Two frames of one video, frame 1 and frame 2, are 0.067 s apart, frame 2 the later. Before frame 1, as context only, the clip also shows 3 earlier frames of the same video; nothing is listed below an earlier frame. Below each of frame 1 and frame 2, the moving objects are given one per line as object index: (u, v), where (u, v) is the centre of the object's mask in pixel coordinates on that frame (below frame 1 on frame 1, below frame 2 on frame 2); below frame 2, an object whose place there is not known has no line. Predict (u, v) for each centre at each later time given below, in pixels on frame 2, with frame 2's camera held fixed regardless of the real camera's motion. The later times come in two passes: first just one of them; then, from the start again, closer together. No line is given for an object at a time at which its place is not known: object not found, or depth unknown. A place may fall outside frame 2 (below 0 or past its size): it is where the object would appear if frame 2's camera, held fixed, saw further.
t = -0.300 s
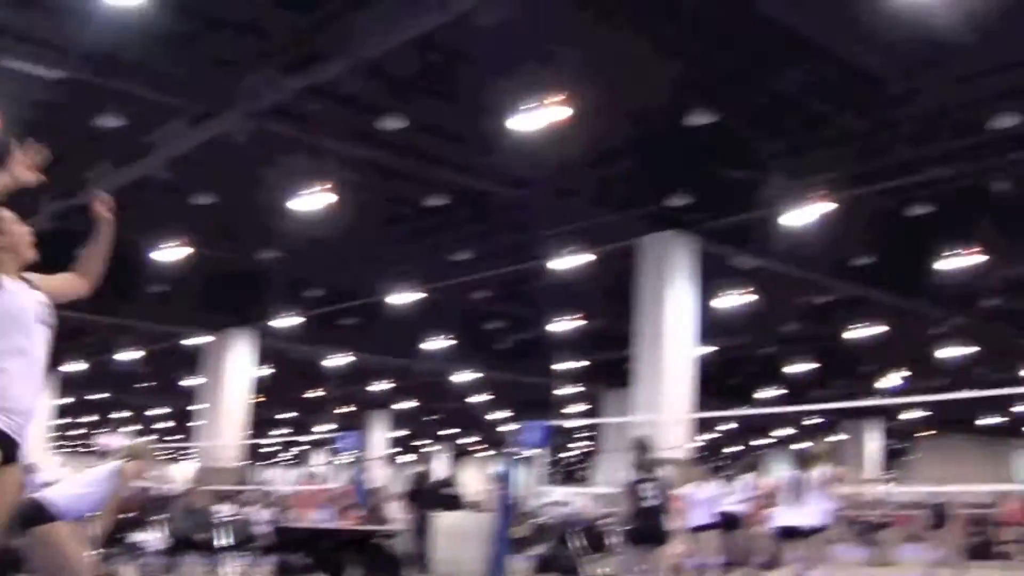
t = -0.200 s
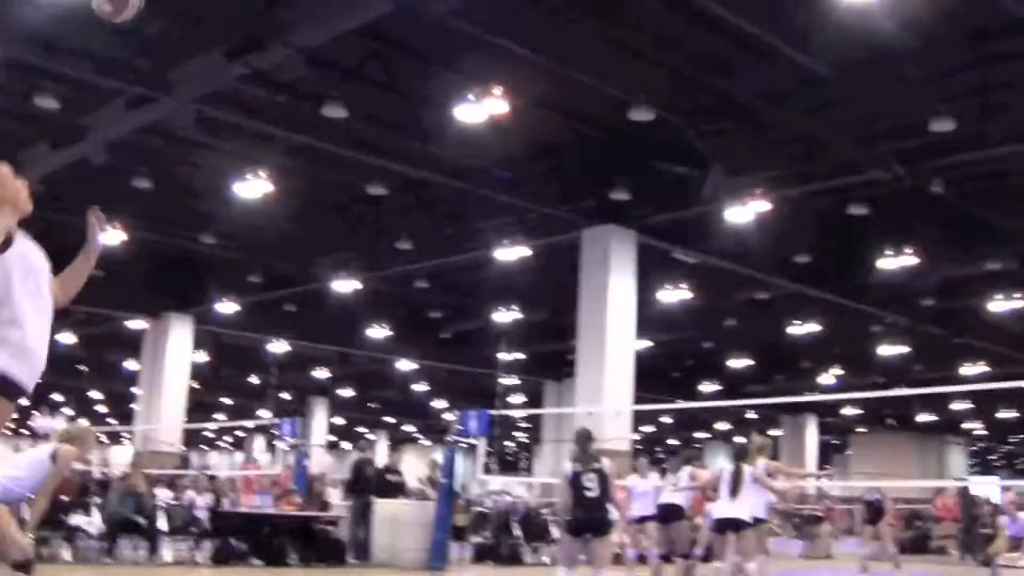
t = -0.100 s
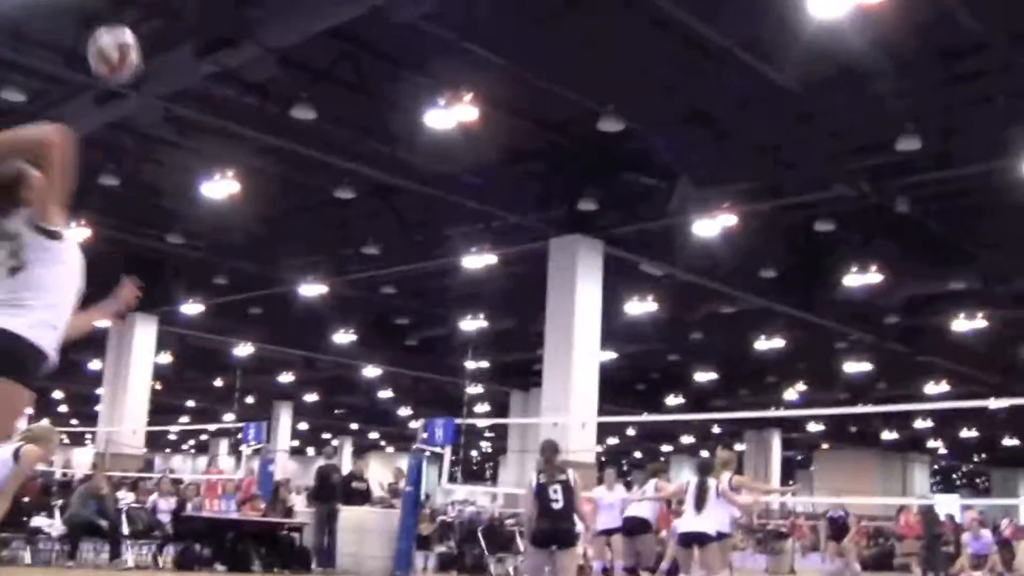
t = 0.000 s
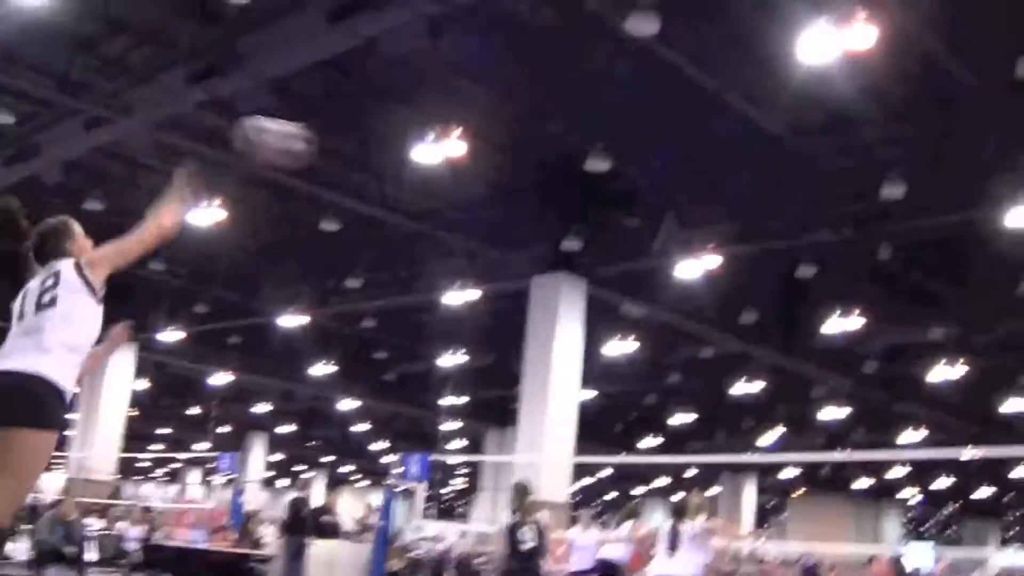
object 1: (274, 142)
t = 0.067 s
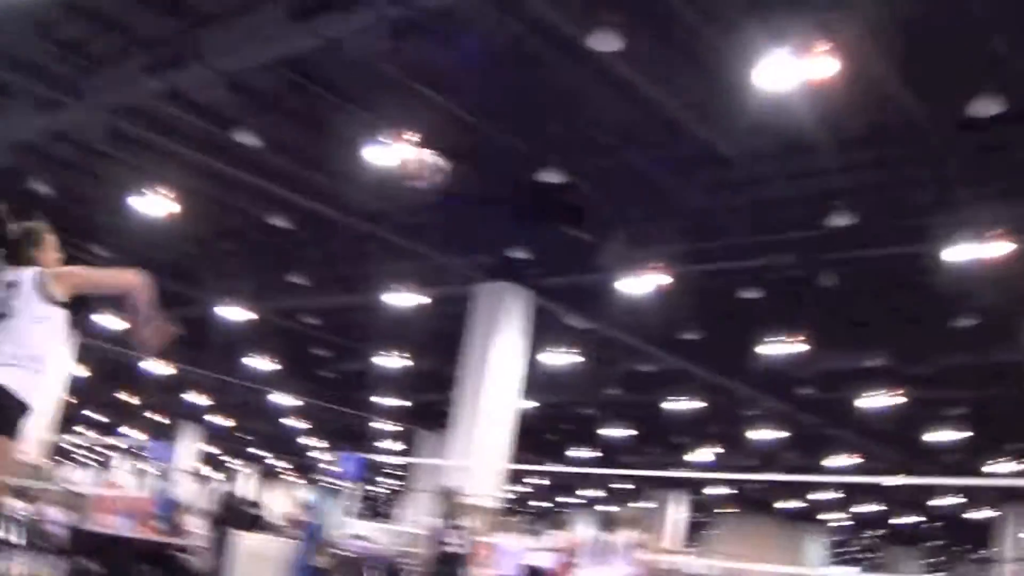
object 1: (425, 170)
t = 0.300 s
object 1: (780, 283)
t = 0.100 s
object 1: (497, 184)
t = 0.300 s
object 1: (780, 283)
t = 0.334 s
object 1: (811, 297)
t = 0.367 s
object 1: (839, 312)
